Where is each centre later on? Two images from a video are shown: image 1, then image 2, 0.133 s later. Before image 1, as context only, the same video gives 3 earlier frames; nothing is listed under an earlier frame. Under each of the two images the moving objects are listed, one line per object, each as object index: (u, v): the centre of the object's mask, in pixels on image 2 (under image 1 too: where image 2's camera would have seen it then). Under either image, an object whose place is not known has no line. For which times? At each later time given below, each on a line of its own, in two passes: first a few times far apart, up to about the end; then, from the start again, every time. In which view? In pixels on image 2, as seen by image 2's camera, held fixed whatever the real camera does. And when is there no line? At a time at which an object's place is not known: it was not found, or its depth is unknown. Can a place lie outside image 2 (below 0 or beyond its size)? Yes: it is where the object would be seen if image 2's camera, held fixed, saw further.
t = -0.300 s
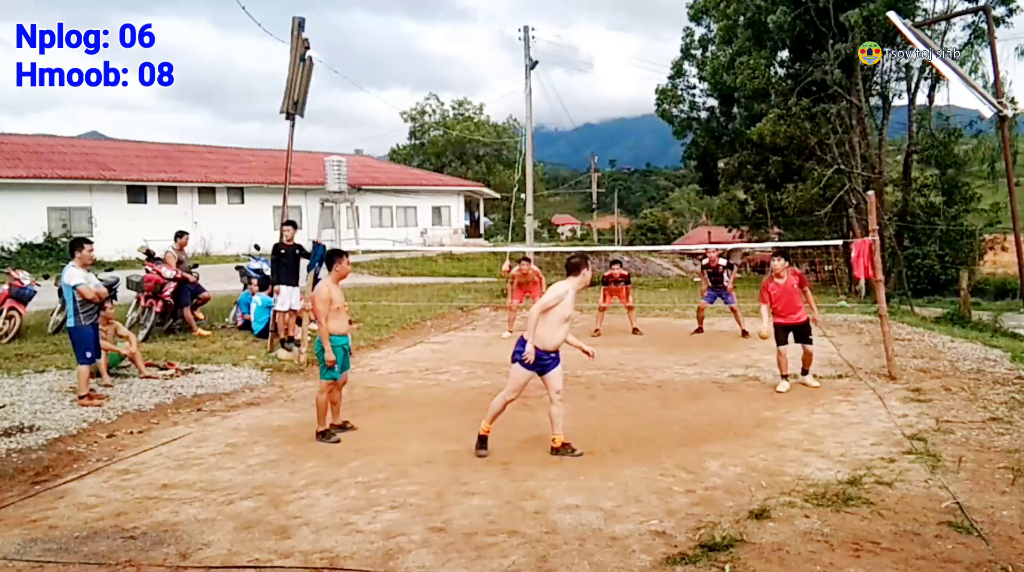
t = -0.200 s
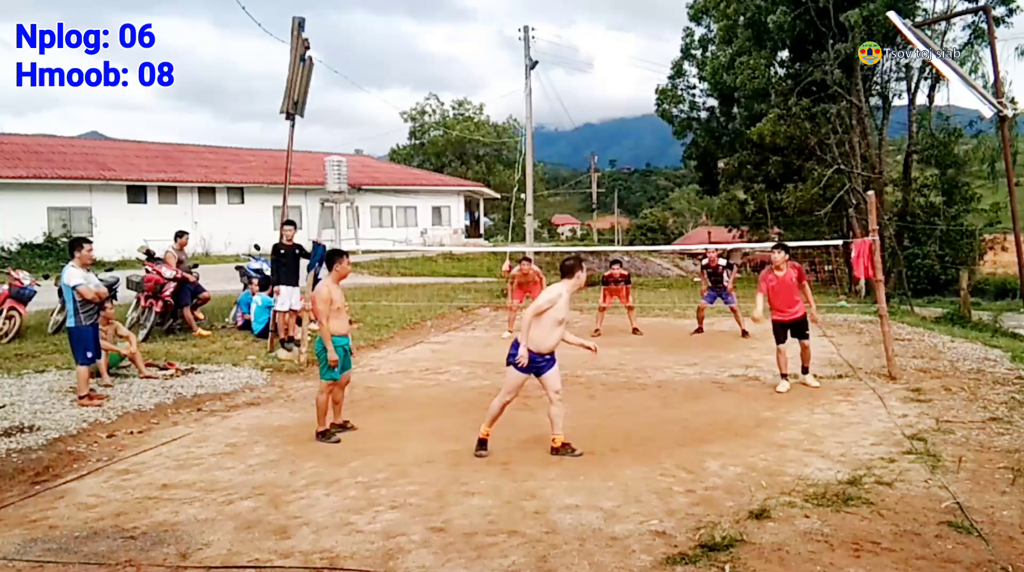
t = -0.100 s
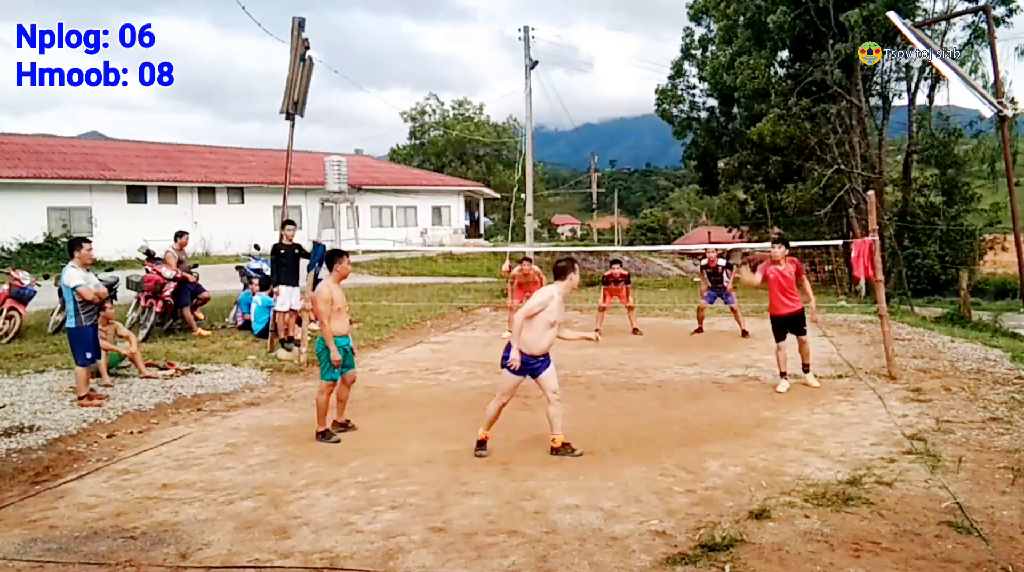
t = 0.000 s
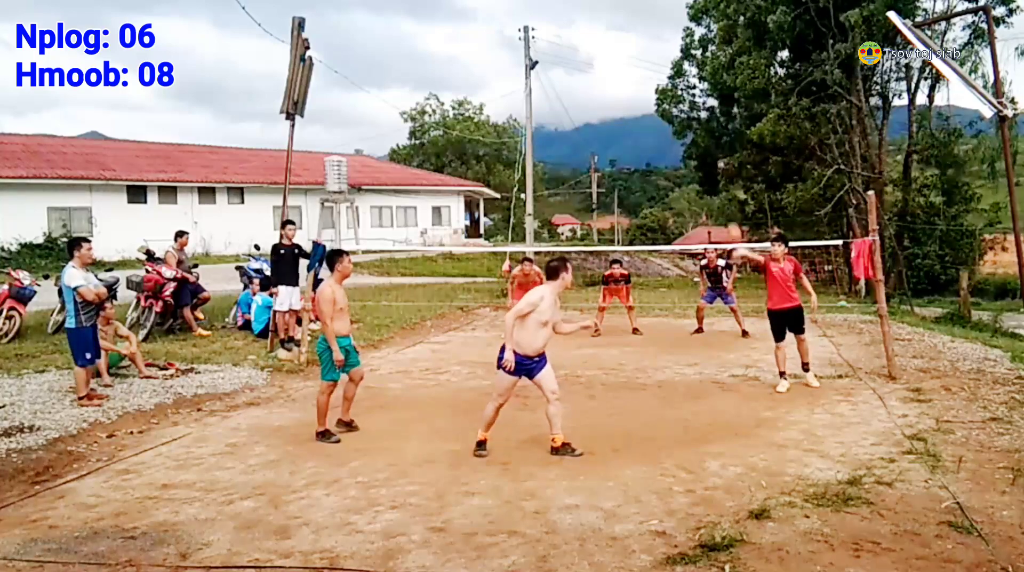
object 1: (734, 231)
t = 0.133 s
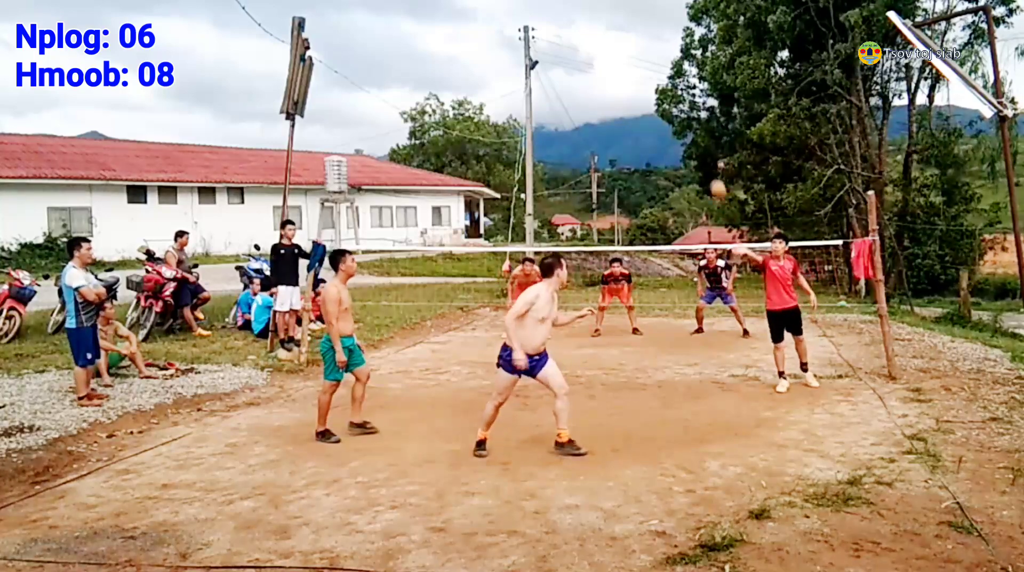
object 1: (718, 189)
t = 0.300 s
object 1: (697, 157)
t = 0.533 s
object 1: (666, 162)
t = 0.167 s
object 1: (714, 181)
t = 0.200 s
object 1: (710, 173)
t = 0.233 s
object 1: (705, 167)
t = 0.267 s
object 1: (701, 161)
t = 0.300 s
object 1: (697, 157)
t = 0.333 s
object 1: (693, 155)
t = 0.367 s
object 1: (689, 153)
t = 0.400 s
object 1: (684, 152)
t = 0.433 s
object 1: (680, 152)
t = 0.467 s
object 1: (675, 154)
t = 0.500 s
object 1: (671, 158)
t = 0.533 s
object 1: (666, 162)
